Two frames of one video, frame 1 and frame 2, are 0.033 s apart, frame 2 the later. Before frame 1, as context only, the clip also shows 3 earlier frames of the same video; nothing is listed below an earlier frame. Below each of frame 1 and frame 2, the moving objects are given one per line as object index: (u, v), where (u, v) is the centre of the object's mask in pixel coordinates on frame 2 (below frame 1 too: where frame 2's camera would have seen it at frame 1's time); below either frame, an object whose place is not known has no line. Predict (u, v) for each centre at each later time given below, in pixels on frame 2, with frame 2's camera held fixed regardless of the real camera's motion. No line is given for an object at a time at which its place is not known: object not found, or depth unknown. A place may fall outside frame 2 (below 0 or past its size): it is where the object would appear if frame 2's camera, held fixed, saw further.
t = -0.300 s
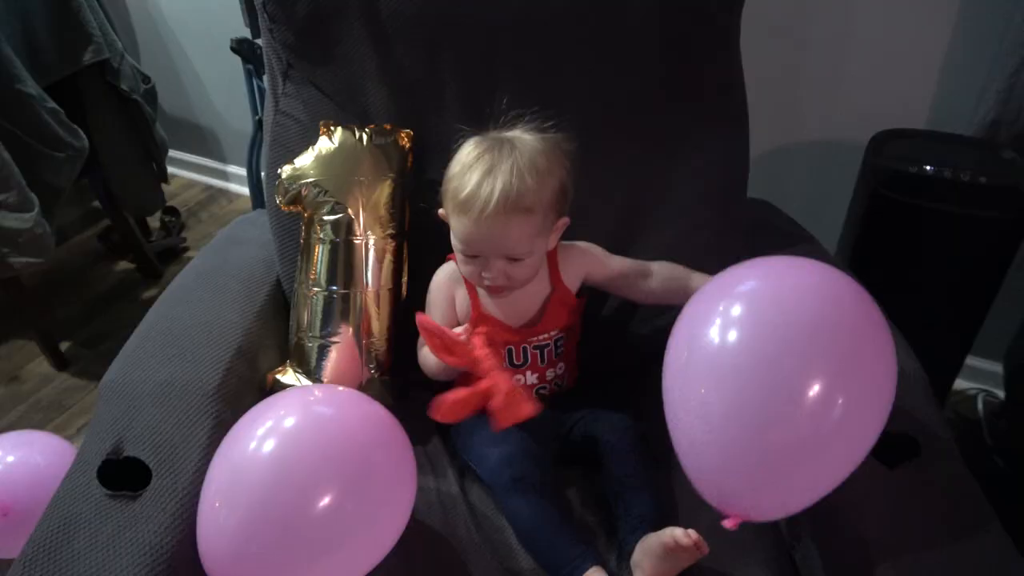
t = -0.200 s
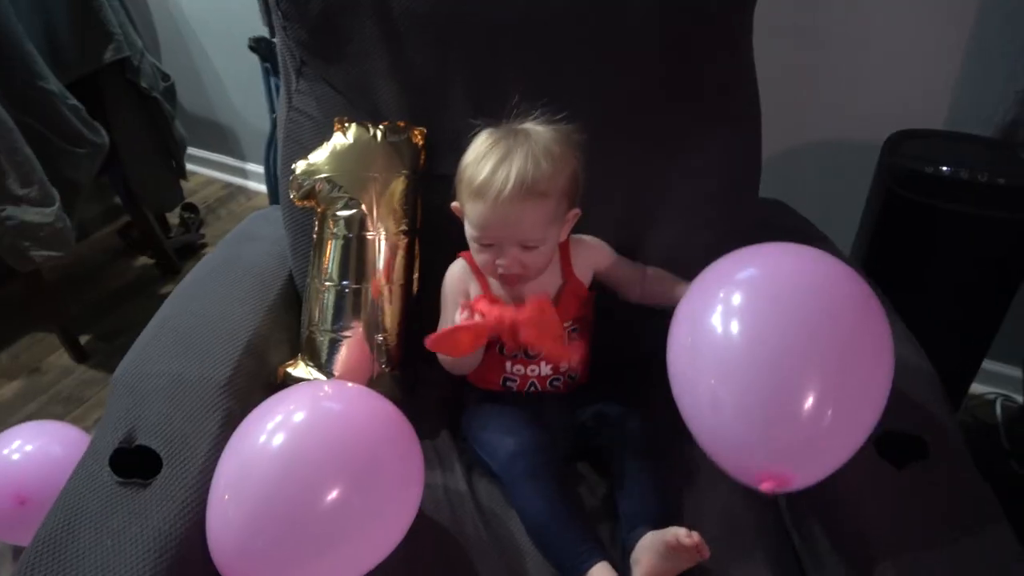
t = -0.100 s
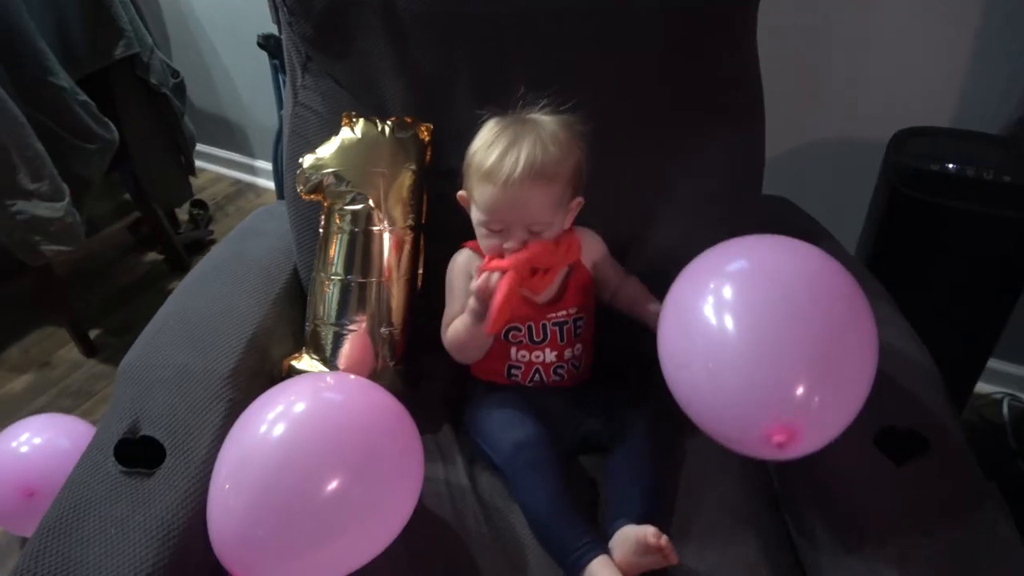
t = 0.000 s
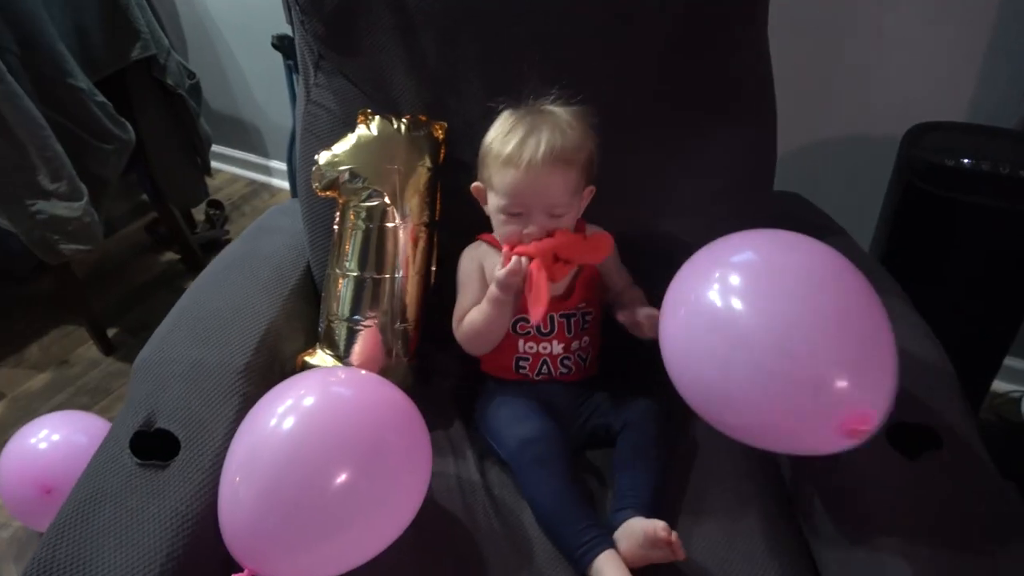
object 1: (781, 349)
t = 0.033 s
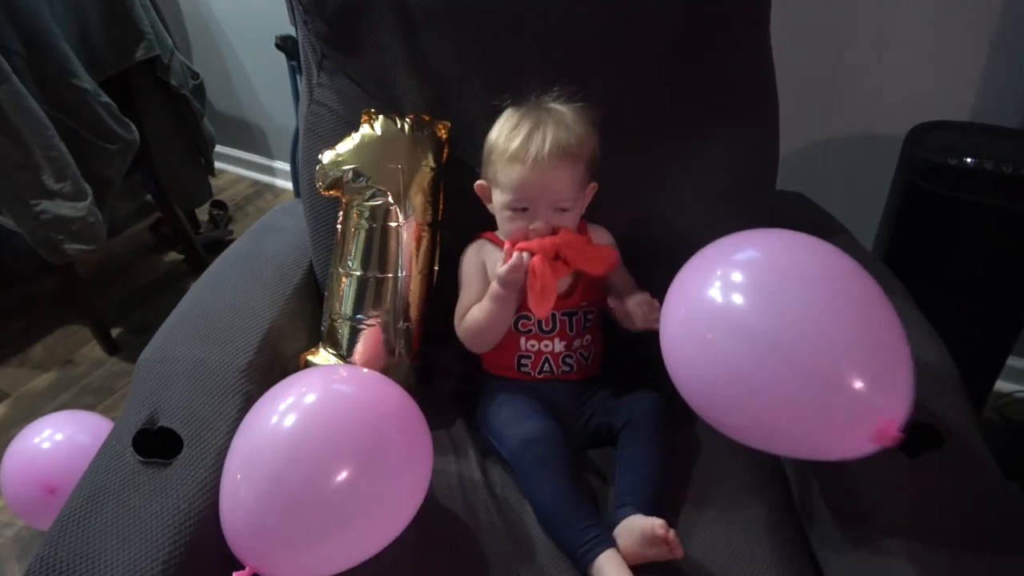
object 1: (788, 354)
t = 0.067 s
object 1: (794, 359)
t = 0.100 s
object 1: (798, 362)
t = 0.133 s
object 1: (802, 370)
